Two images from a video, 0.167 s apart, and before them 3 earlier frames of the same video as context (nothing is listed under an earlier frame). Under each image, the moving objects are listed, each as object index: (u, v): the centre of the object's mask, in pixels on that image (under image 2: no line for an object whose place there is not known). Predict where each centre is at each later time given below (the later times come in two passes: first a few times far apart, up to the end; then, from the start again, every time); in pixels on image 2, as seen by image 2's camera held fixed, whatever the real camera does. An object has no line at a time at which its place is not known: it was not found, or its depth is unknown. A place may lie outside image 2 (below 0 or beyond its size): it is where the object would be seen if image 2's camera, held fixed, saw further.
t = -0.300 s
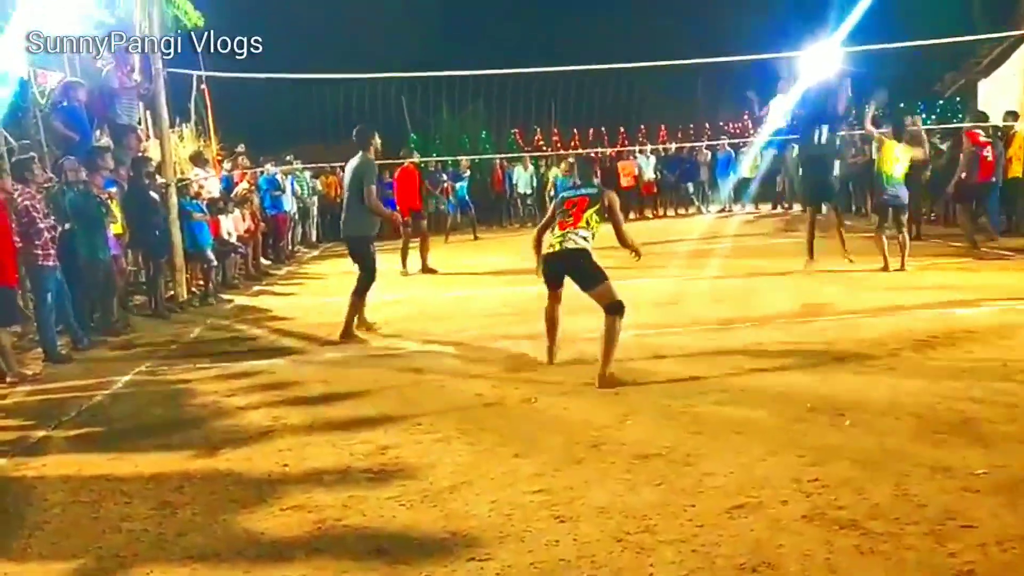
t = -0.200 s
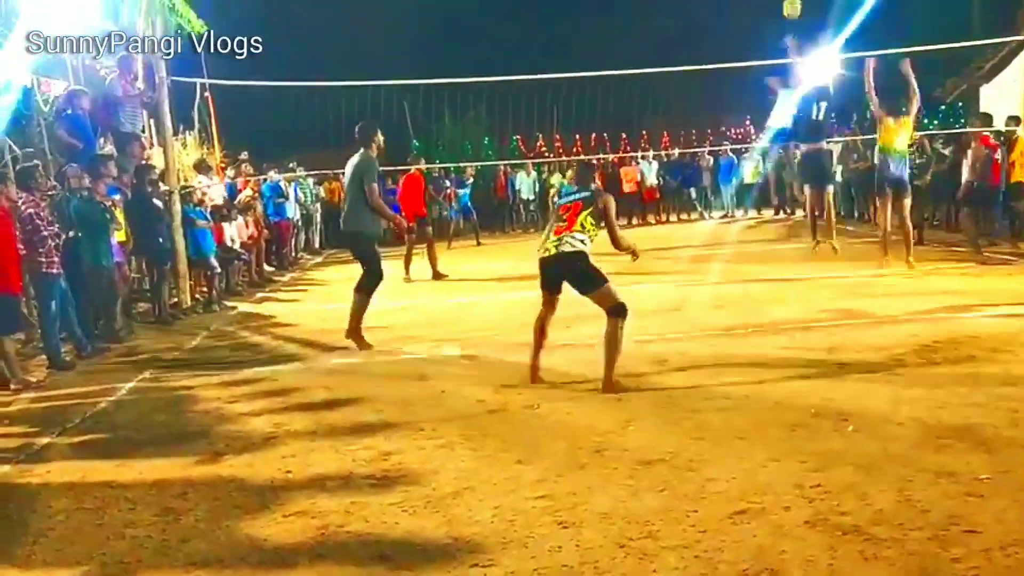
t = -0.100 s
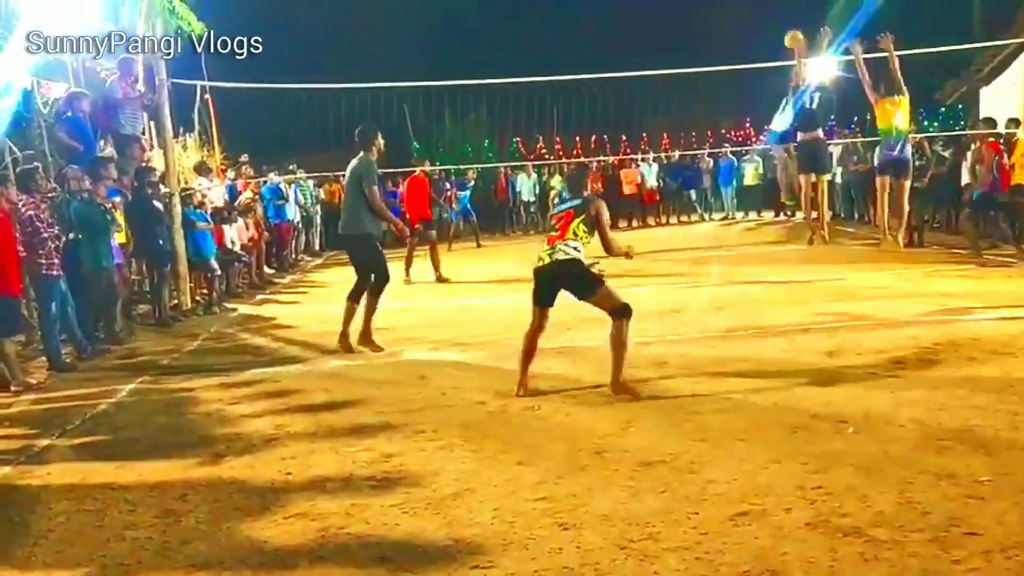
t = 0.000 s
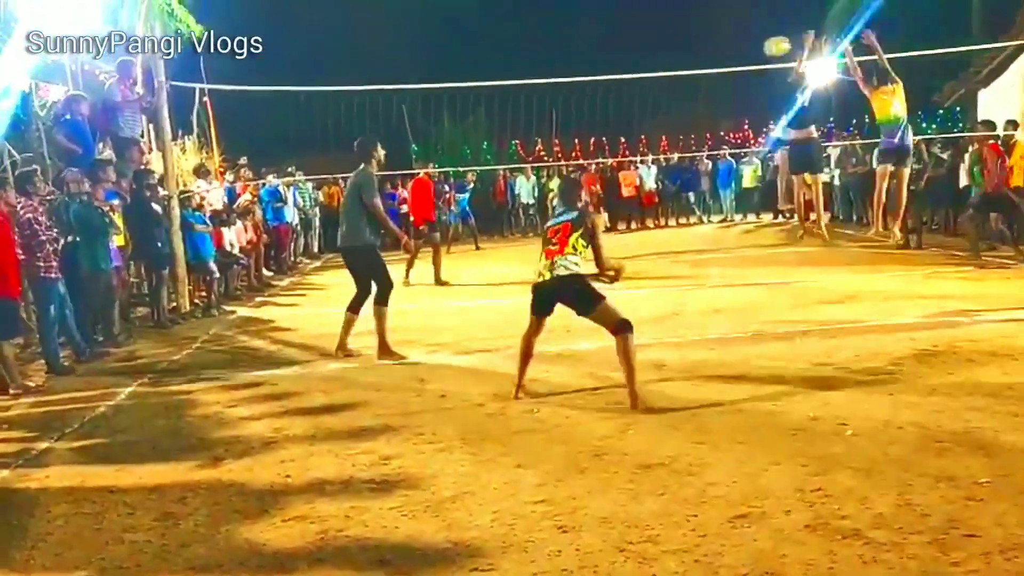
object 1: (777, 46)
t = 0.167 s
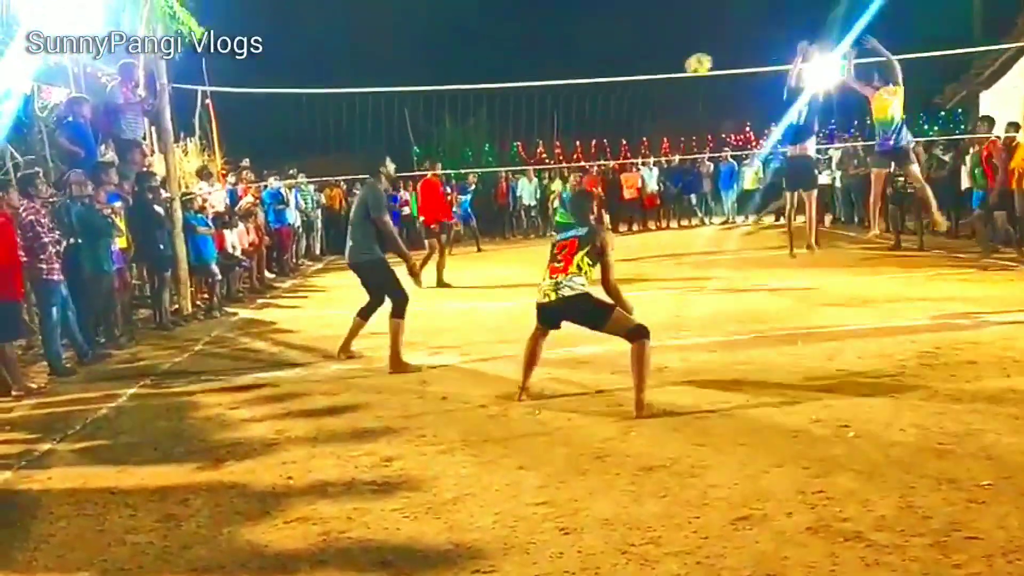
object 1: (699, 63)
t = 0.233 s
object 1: (664, 80)
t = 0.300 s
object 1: (632, 98)
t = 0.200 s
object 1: (682, 71)
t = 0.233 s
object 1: (664, 80)
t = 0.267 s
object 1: (648, 89)
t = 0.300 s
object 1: (632, 98)
